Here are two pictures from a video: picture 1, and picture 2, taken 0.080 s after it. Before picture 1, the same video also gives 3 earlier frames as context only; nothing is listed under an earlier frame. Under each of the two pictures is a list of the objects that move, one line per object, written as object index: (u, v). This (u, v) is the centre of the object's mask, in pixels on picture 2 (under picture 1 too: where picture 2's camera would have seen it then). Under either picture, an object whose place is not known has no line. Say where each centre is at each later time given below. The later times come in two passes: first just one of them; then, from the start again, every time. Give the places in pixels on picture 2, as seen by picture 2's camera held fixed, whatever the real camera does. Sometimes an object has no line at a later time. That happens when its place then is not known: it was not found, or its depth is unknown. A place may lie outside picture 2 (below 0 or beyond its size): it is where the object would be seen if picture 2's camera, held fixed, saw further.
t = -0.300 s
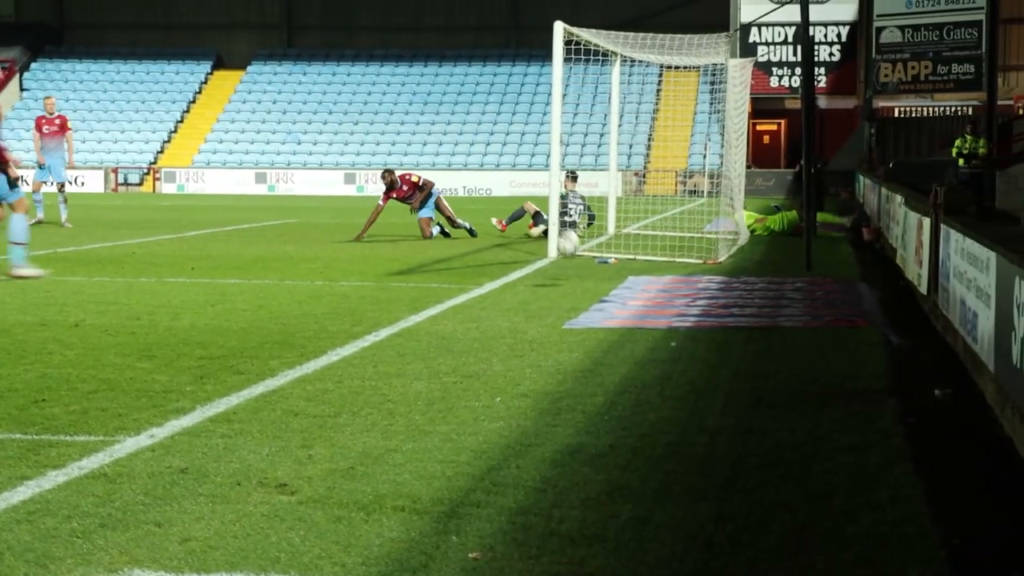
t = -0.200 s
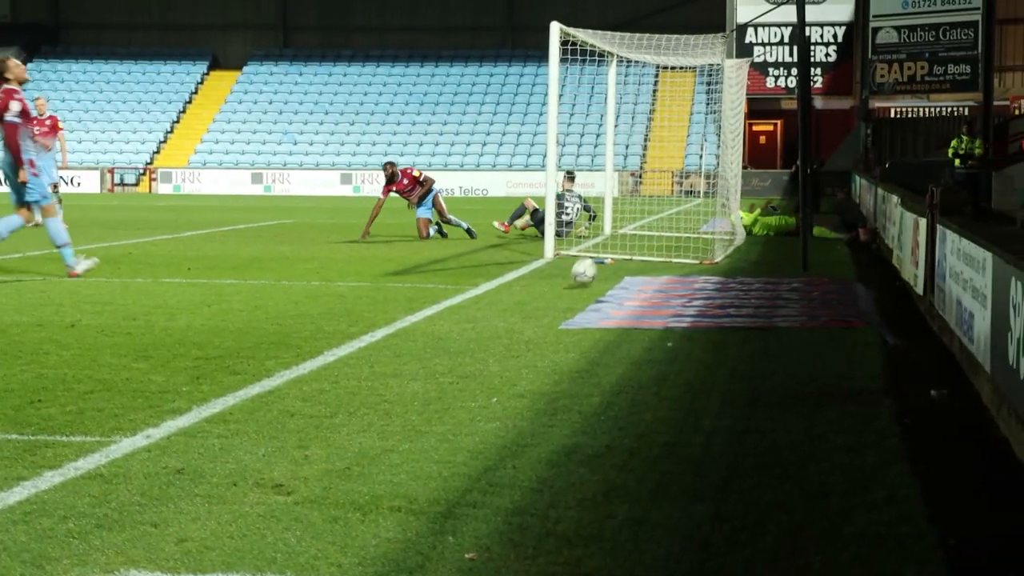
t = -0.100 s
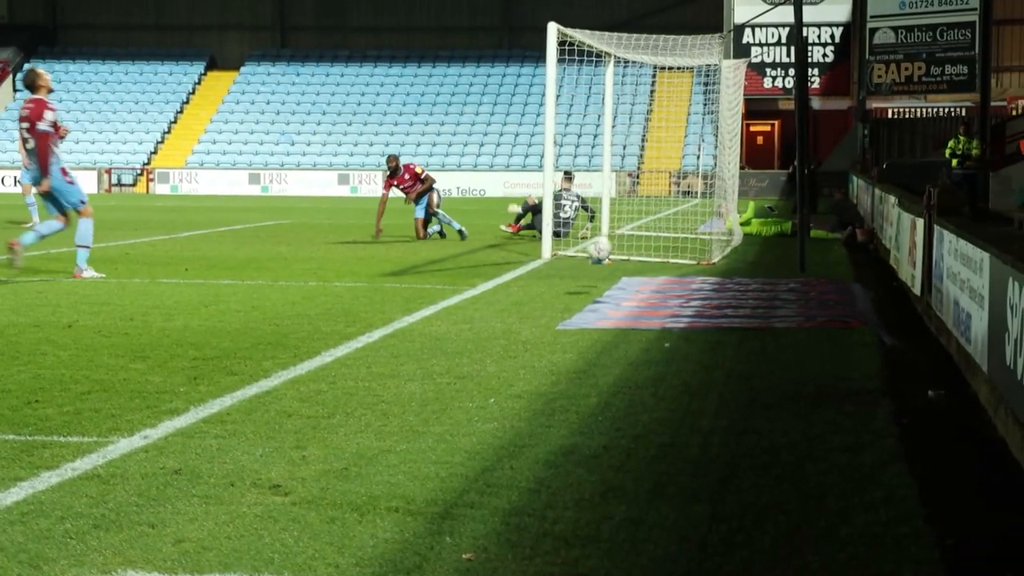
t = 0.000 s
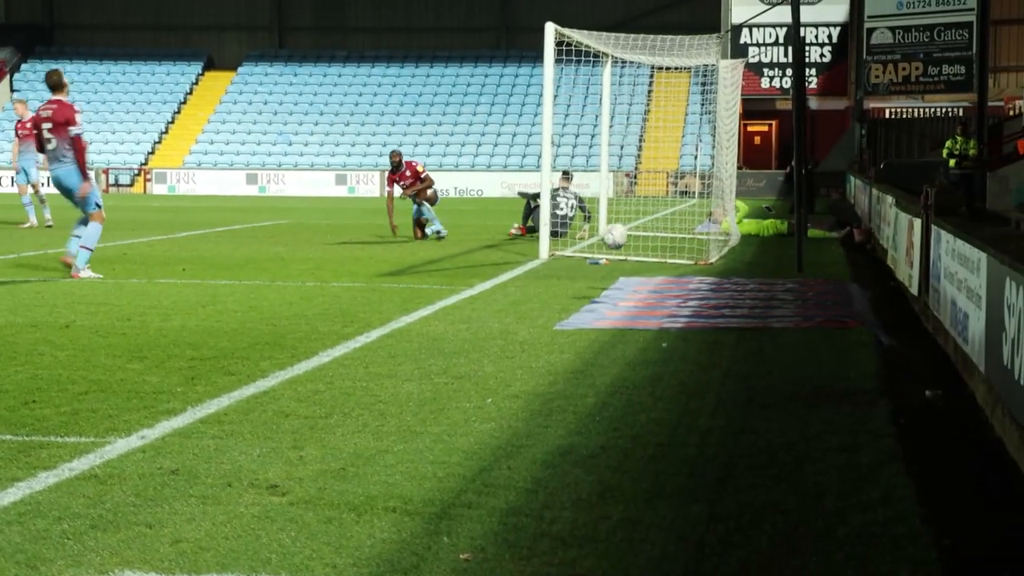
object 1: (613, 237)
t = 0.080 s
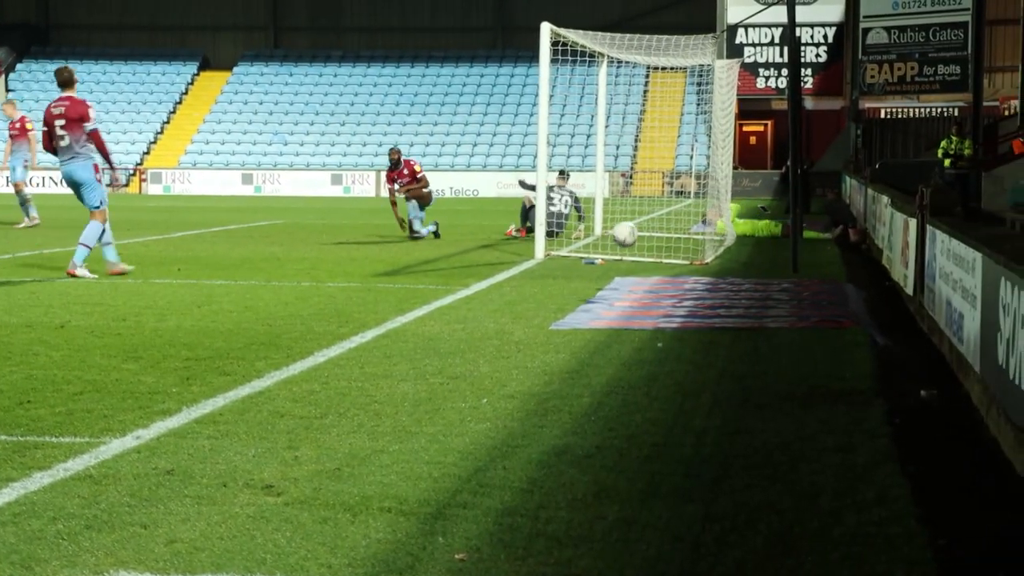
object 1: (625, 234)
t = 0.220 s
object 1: (645, 246)
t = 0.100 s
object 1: (628, 235)
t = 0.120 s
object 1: (631, 235)
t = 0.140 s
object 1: (634, 236)
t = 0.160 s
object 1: (636, 237)
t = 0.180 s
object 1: (640, 239)
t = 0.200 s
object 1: (642, 243)
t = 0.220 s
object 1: (645, 246)
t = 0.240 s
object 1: (647, 250)
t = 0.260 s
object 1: (650, 253)
